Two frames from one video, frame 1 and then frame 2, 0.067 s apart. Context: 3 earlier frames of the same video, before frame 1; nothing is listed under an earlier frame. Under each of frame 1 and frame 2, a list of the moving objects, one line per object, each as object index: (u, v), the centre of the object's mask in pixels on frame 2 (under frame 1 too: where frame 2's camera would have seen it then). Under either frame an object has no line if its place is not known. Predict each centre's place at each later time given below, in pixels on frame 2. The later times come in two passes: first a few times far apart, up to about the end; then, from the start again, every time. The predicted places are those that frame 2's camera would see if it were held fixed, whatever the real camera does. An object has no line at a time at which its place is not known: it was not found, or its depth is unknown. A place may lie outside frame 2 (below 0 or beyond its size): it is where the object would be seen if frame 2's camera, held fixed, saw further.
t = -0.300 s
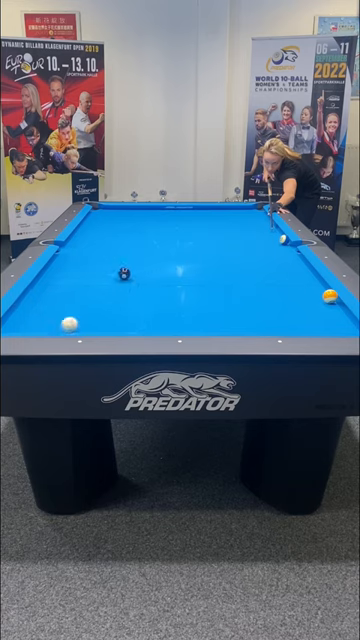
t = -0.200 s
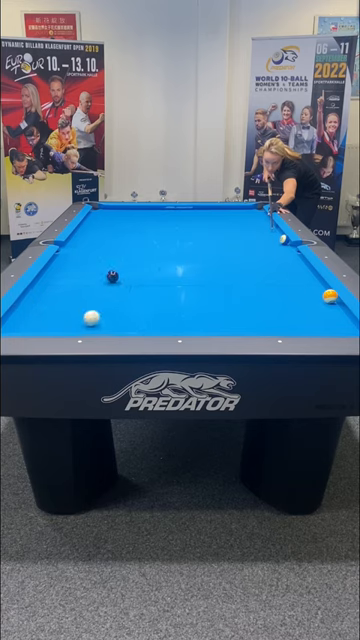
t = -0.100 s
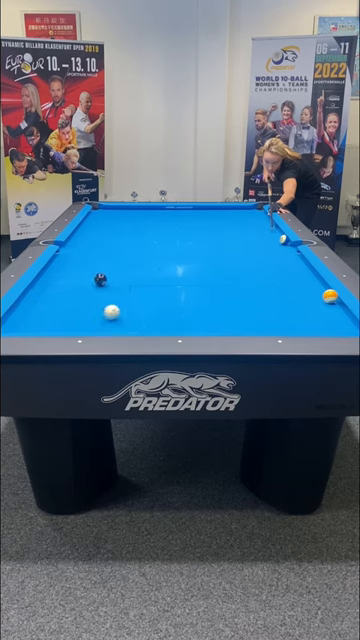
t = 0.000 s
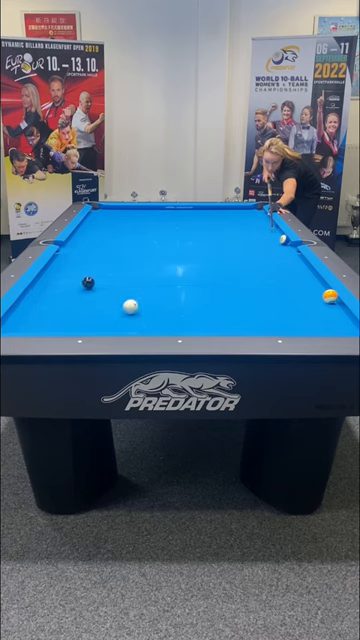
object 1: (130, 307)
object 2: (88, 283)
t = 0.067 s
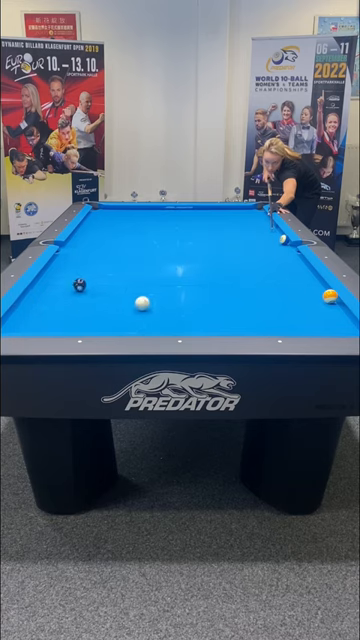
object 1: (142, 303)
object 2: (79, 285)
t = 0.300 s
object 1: (180, 292)
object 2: (48, 293)
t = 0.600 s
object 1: (221, 280)
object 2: (31, 301)
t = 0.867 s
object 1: (254, 271)
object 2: (41, 308)
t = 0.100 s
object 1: (148, 301)
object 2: (75, 286)
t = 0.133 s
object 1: (153, 300)
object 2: (71, 287)
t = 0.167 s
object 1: (159, 298)
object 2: (66, 288)
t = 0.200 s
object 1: (164, 297)
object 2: (62, 289)
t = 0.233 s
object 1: (169, 295)
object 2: (57, 290)
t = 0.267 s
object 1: (175, 294)
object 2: (53, 292)
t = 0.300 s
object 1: (180, 292)
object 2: (48, 293)
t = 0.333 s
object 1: (185, 291)
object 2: (44, 294)
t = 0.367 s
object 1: (190, 289)
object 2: (39, 295)
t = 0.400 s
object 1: (194, 288)
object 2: (34, 296)
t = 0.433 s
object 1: (199, 286)
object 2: (30, 298)
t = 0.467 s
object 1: (204, 285)
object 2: (25, 299)
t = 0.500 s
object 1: (208, 284)
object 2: (26, 299)
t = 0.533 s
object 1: (213, 282)
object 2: (28, 300)
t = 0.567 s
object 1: (217, 281)
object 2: (30, 300)
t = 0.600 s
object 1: (221, 280)
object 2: (31, 301)
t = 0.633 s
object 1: (226, 279)
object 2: (32, 302)
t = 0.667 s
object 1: (230, 277)
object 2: (34, 303)
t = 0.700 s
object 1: (234, 276)
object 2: (35, 304)
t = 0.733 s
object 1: (238, 275)
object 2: (36, 305)
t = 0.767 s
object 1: (242, 274)
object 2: (37, 305)
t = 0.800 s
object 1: (246, 273)
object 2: (39, 306)
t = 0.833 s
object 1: (250, 272)
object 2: (40, 307)
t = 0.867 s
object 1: (254, 271)
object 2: (41, 308)
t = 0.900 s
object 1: (258, 270)
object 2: (42, 308)
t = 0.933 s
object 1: (261, 269)
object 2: (44, 309)
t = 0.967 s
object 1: (265, 267)
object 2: (45, 310)
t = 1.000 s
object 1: (269, 266)
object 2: (46, 311)
